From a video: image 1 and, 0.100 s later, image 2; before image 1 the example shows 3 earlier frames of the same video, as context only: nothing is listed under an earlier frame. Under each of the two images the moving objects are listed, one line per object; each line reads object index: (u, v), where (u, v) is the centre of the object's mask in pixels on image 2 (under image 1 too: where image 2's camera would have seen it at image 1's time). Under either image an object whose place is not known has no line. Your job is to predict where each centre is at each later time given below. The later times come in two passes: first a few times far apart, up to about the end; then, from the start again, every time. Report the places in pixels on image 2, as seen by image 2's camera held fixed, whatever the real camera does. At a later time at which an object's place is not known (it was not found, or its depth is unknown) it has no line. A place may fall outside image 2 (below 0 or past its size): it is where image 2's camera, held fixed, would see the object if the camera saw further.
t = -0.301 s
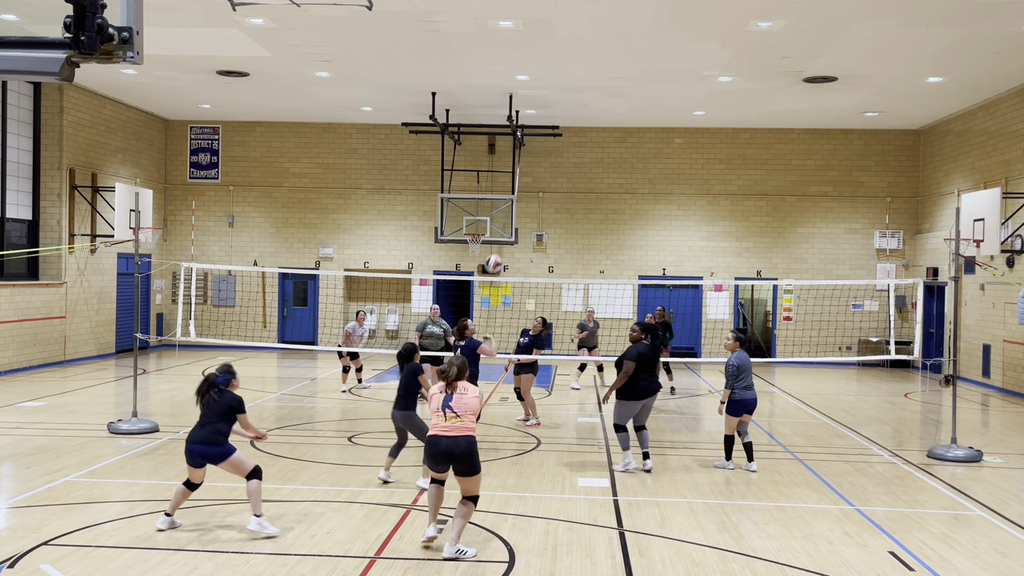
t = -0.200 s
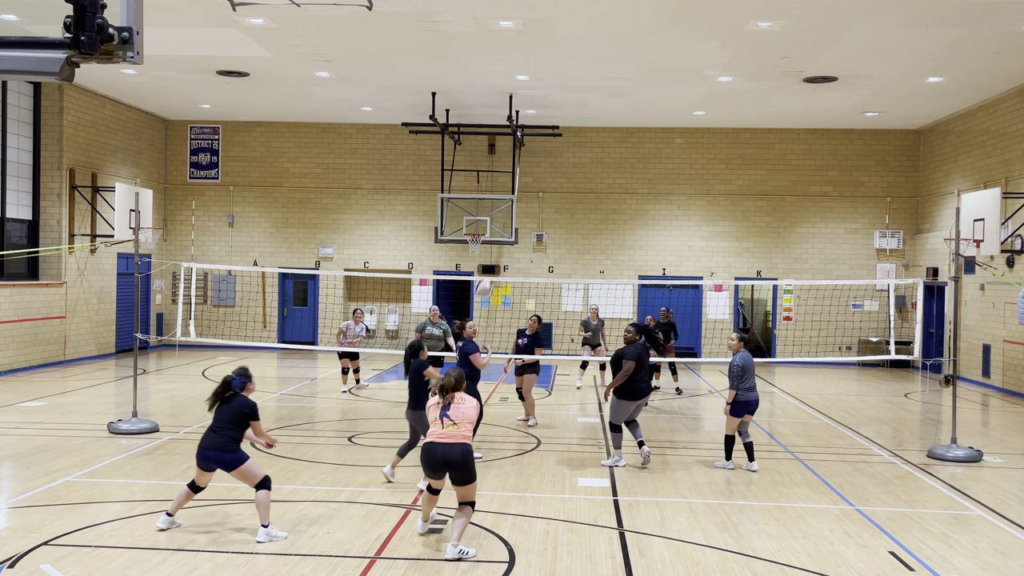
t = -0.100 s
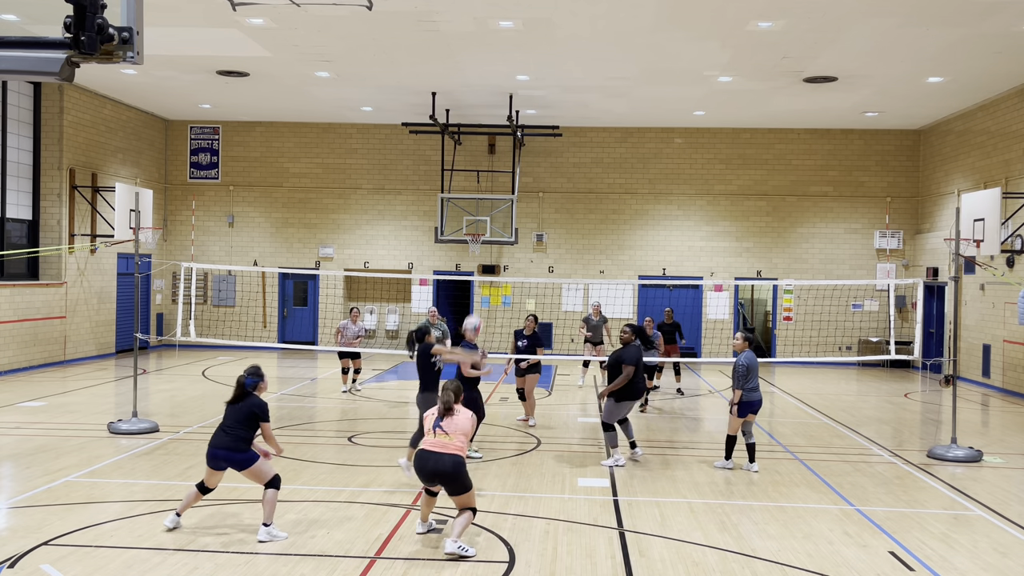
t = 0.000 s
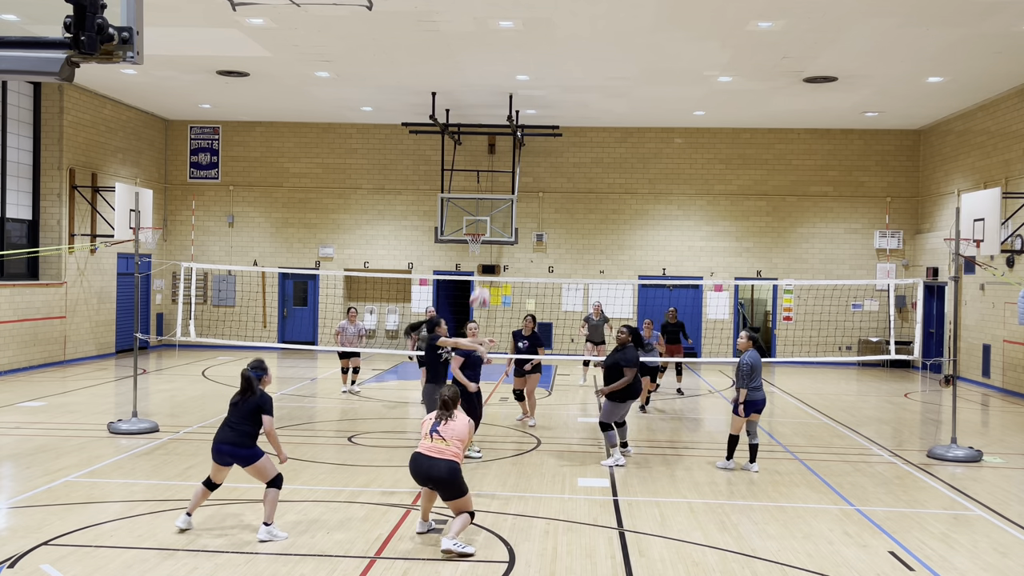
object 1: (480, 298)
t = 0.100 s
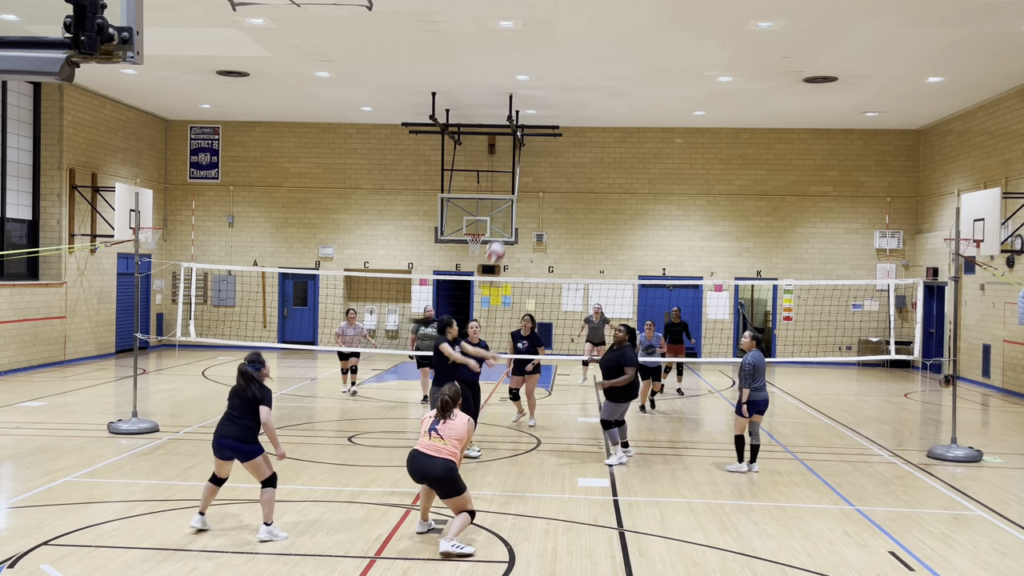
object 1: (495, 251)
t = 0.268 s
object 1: (519, 197)
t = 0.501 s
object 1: (549, 168)
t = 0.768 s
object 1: (581, 196)
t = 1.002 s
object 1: (605, 267)
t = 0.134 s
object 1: (500, 238)
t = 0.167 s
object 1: (504, 227)
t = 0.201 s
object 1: (509, 216)
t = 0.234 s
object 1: (514, 206)
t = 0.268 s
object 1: (519, 197)
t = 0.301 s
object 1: (523, 191)
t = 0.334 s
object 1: (528, 184)
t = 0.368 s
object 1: (533, 178)
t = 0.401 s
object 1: (537, 174)
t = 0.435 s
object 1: (541, 171)
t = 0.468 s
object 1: (545, 168)
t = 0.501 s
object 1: (549, 168)
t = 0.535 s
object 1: (553, 168)
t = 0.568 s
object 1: (557, 169)
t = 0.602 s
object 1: (561, 171)
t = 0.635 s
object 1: (566, 174)
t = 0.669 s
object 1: (569, 179)
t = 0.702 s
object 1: (573, 183)
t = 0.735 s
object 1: (577, 189)
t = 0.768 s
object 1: (581, 196)
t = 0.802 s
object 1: (584, 204)
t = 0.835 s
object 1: (588, 212)
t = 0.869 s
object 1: (591, 221)
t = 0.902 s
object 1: (594, 232)
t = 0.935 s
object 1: (598, 243)
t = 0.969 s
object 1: (601, 254)
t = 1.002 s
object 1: (605, 267)
